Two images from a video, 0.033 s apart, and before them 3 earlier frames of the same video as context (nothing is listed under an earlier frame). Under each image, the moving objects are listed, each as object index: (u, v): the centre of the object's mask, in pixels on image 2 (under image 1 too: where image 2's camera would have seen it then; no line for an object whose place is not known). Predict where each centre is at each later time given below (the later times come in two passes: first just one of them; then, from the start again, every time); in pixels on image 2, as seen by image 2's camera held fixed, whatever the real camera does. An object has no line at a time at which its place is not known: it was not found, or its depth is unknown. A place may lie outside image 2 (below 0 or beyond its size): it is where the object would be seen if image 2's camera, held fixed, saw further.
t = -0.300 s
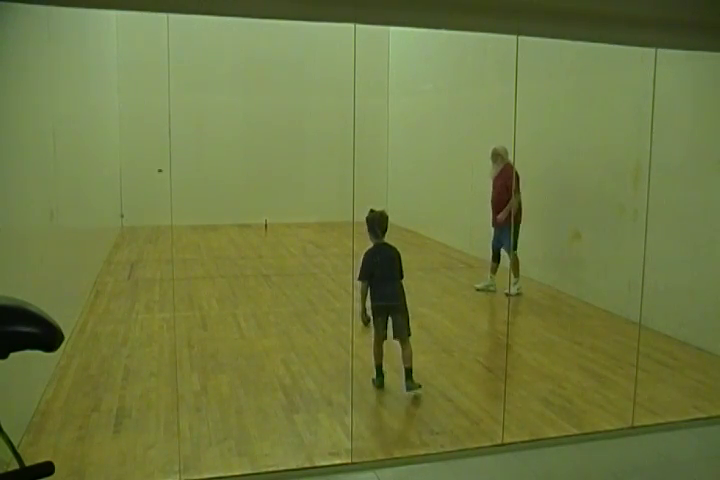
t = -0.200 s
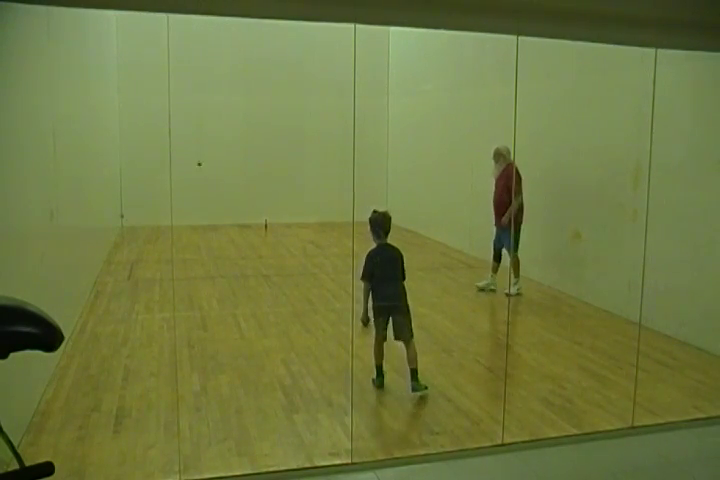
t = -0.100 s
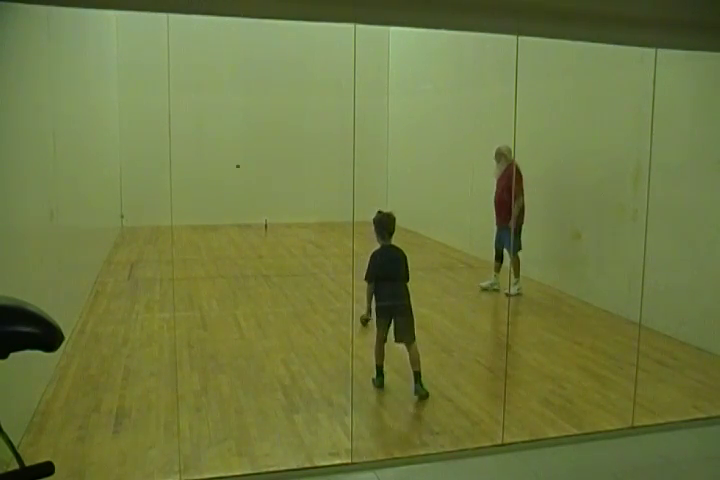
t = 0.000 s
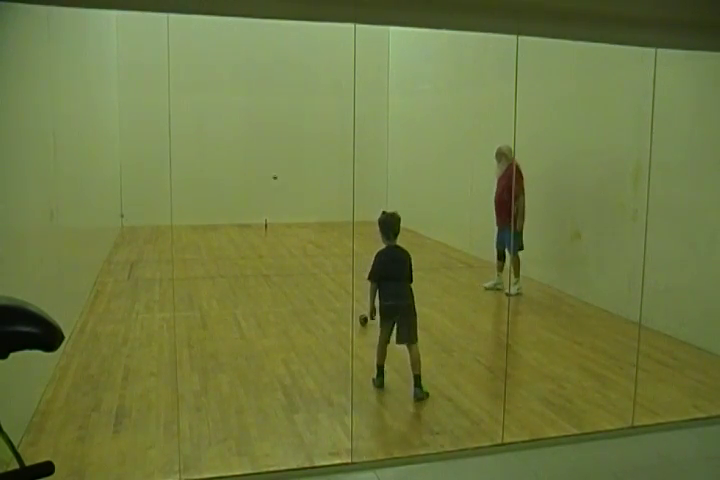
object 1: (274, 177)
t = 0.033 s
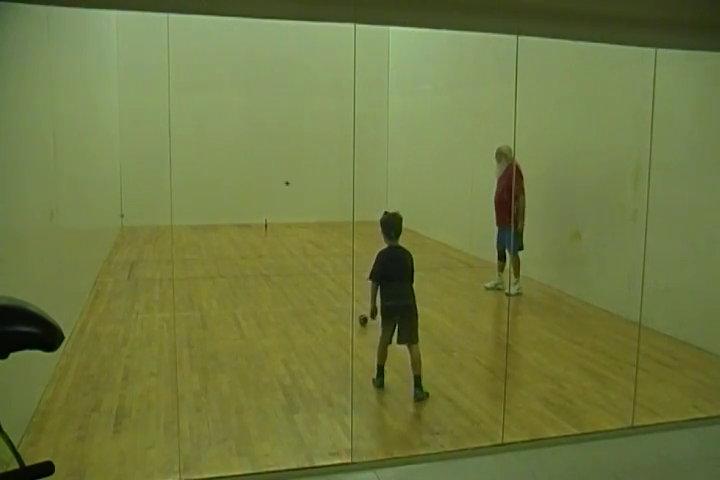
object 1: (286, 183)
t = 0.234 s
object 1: (356, 235)
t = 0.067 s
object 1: (298, 189)
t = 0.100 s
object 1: (310, 197)
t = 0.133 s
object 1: (322, 205)
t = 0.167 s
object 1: (333, 214)
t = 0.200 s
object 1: (344, 224)
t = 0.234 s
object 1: (356, 235)
